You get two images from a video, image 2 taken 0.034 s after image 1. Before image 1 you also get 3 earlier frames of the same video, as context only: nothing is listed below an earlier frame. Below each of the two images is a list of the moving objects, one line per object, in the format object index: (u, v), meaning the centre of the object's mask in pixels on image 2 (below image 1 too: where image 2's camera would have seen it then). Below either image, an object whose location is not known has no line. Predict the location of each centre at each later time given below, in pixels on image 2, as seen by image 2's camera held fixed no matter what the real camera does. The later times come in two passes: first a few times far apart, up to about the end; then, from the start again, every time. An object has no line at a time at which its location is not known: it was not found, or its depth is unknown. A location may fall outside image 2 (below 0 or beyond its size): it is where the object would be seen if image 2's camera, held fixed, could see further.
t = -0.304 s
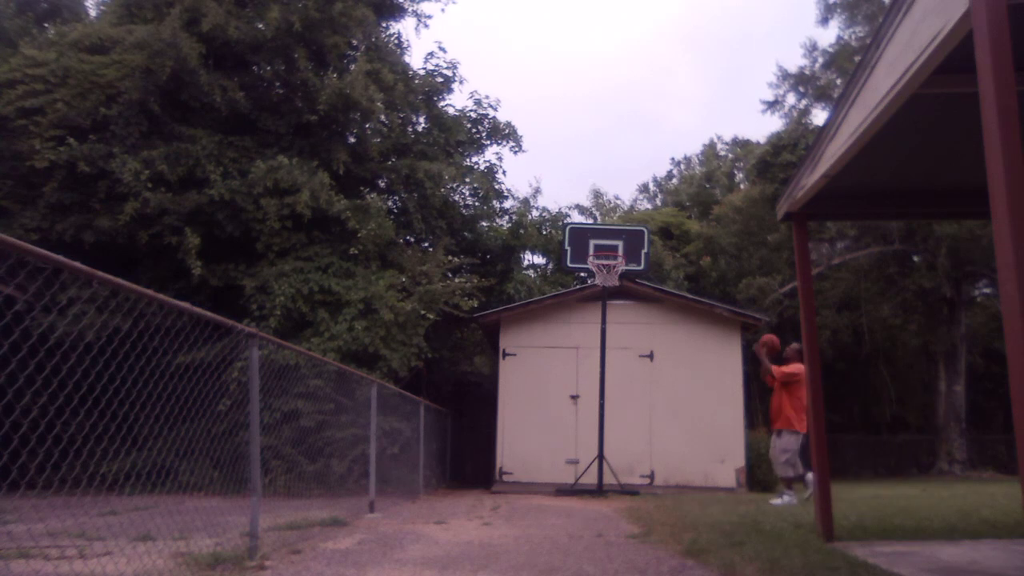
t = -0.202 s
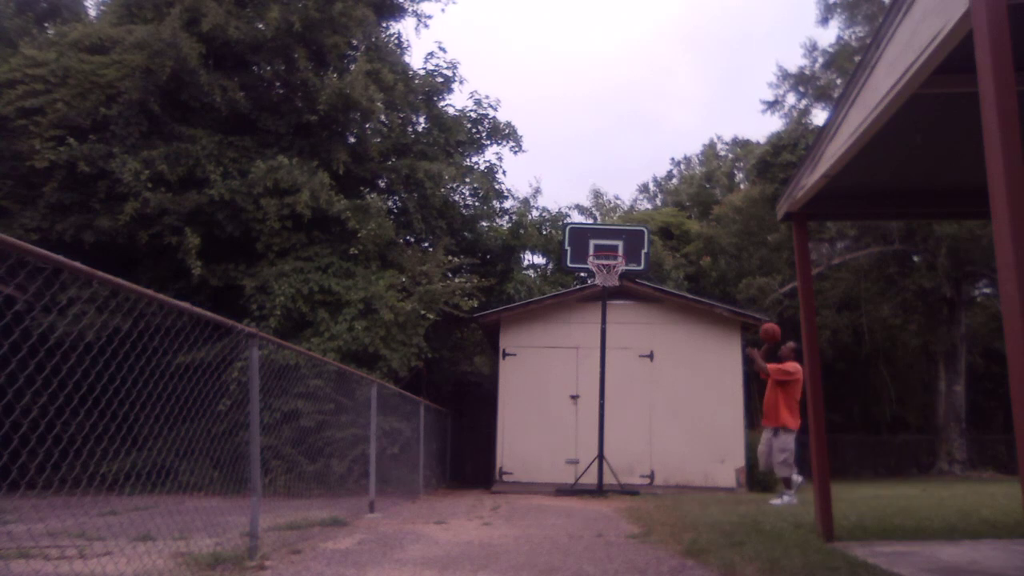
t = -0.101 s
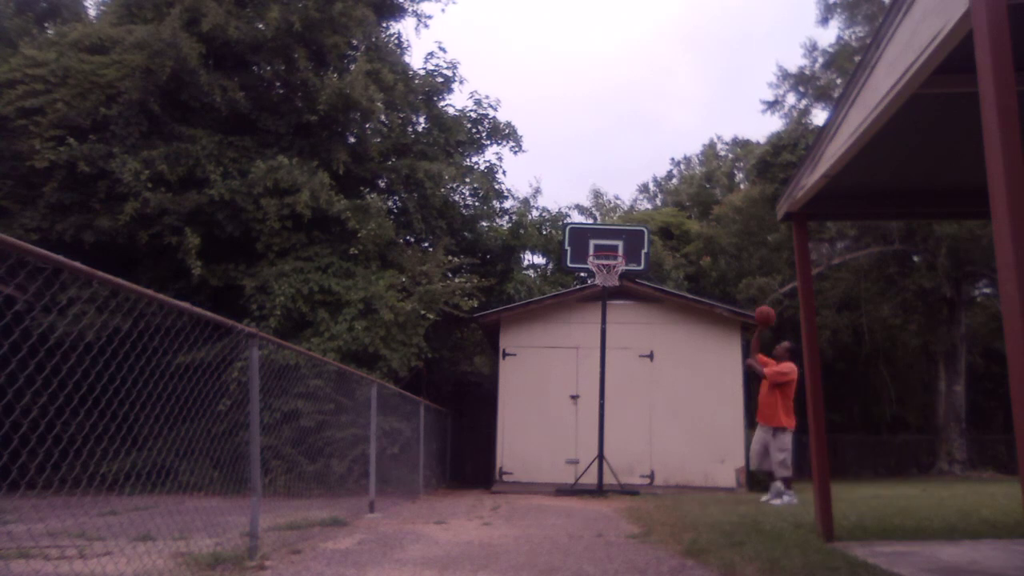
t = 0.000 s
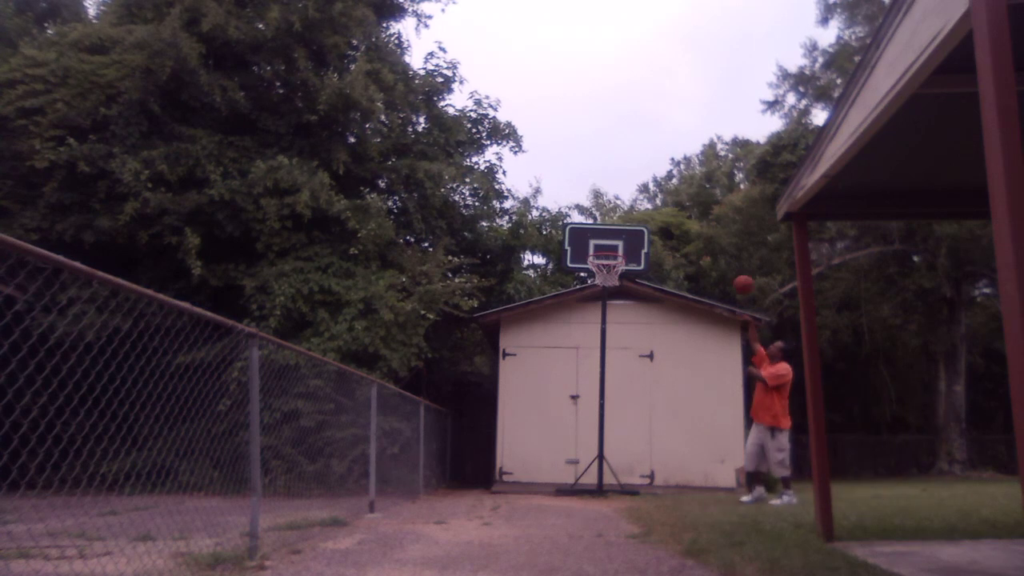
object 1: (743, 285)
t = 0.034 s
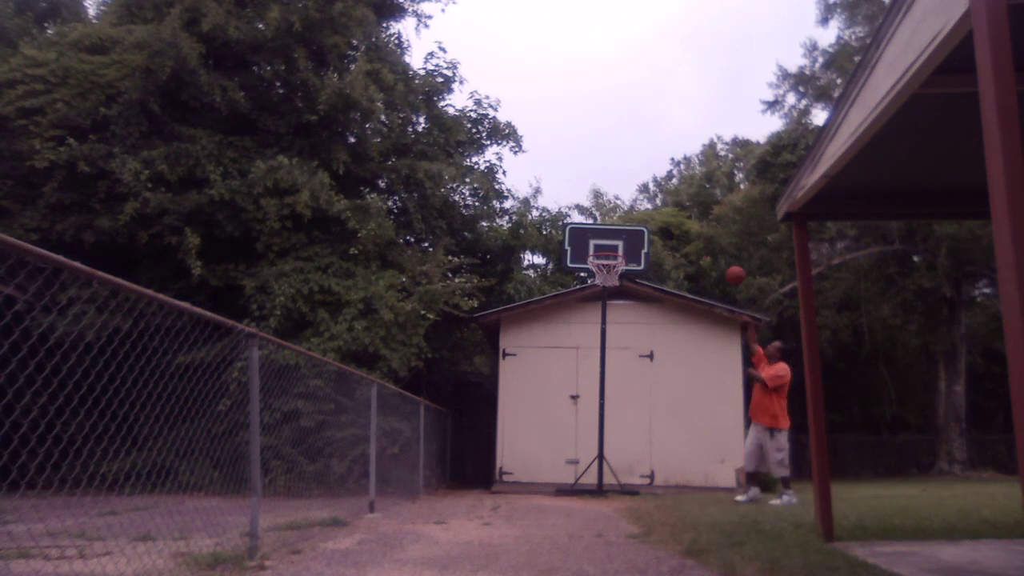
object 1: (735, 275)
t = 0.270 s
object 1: (682, 237)
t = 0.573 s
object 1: (620, 249)
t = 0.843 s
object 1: (596, 279)
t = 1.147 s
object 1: (600, 357)
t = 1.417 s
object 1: (607, 493)
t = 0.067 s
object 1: (727, 267)
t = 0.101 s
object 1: (720, 260)
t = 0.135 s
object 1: (712, 253)
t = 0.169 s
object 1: (704, 248)
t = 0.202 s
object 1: (697, 244)
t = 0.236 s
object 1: (689, 240)
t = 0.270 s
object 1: (682, 237)
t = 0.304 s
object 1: (675, 236)
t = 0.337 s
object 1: (668, 234)
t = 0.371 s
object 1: (661, 234)
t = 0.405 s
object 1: (654, 235)
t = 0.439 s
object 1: (647, 236)
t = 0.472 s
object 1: (640, 239)
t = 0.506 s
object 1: (633, 242)
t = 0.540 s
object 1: (626, 247)
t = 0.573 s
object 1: (620, 249)
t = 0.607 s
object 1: (614, 250)
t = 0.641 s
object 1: (608, 256)
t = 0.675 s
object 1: (603, 260)
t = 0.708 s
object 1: (597, 263)
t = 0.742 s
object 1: (596, 267)
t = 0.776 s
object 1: (595, 269)
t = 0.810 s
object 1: (595, 274)
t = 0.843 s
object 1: (596, 279)
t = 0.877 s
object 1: (596, 283)
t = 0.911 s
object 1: (596, 288)
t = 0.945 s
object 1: (597, 296)
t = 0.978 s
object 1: (597, 303)
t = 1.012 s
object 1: (597, 312)
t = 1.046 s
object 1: (598, 322)
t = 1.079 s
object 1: (599, 332)
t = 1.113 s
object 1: (600, 344)
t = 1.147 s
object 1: (600, 357)
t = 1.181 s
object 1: (601, 370)
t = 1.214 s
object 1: (601, 385)
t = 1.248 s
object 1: (602, 401)
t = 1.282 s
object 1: (603, 419)
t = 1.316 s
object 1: (604, 437)
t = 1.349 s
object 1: (605, 457)
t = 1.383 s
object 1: (606, 480)
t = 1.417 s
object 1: (607, 493)
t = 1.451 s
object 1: (609, 479)
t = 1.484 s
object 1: (611, 465)
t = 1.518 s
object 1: (612, 452)
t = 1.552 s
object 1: (614, 440)
